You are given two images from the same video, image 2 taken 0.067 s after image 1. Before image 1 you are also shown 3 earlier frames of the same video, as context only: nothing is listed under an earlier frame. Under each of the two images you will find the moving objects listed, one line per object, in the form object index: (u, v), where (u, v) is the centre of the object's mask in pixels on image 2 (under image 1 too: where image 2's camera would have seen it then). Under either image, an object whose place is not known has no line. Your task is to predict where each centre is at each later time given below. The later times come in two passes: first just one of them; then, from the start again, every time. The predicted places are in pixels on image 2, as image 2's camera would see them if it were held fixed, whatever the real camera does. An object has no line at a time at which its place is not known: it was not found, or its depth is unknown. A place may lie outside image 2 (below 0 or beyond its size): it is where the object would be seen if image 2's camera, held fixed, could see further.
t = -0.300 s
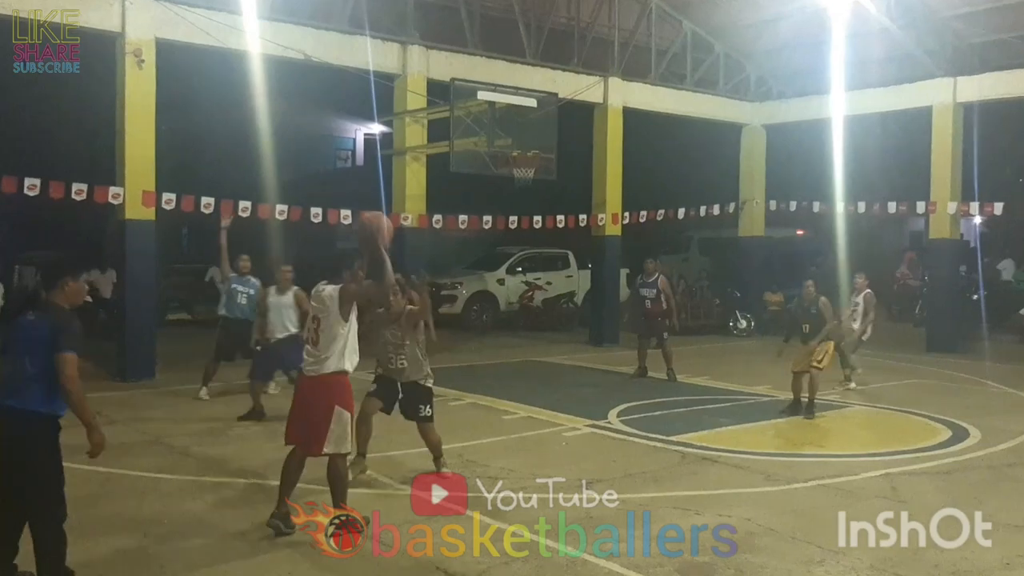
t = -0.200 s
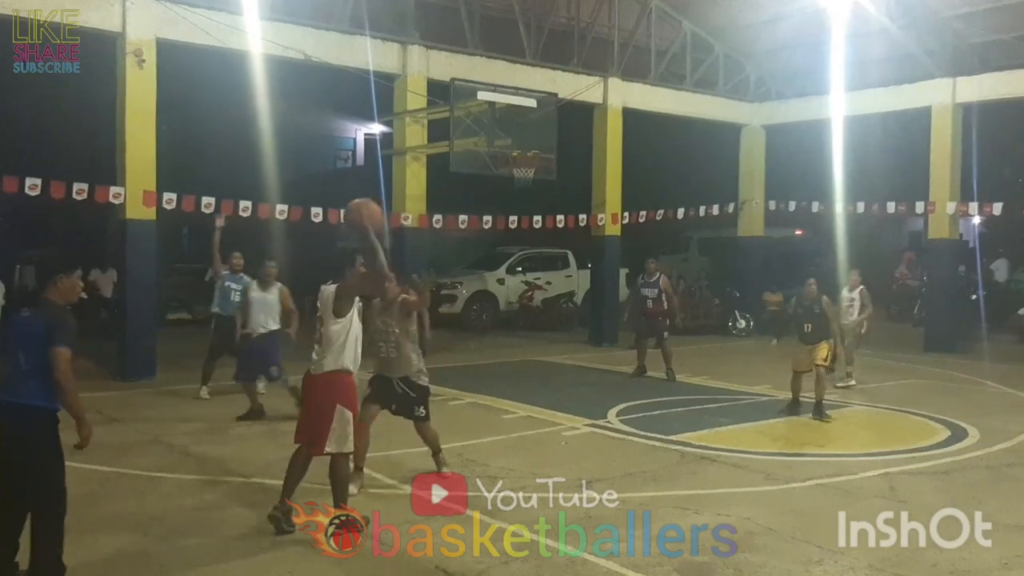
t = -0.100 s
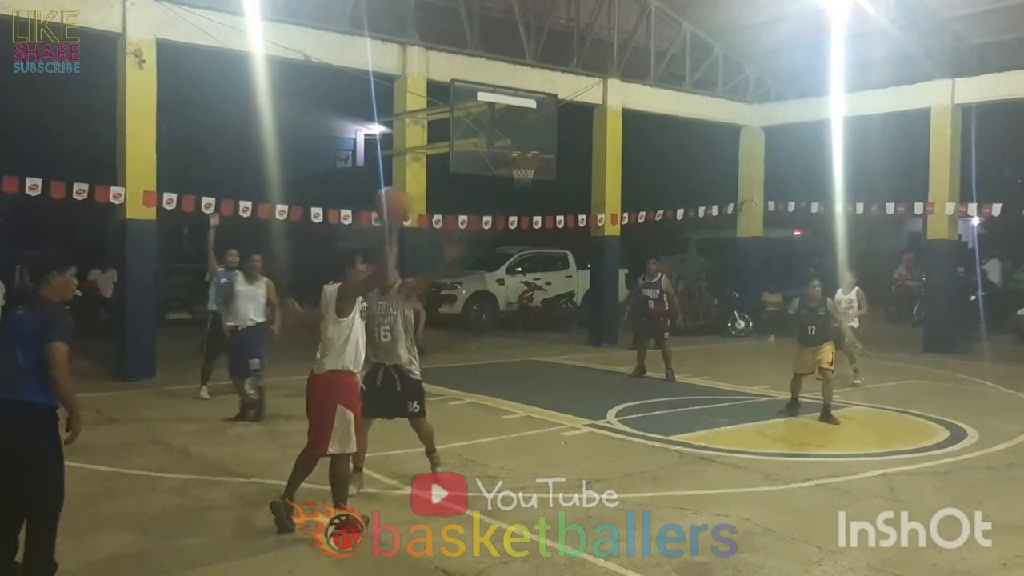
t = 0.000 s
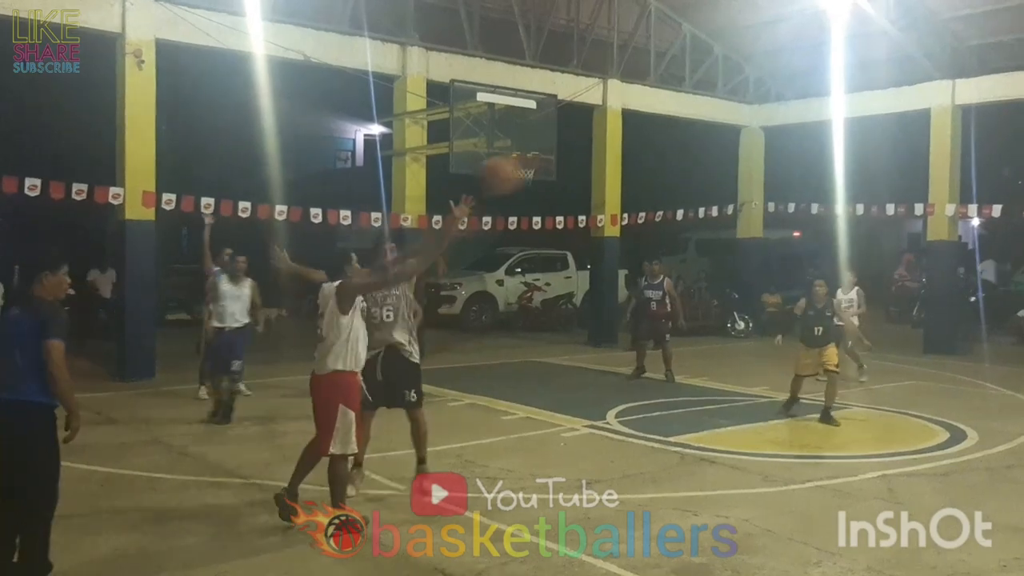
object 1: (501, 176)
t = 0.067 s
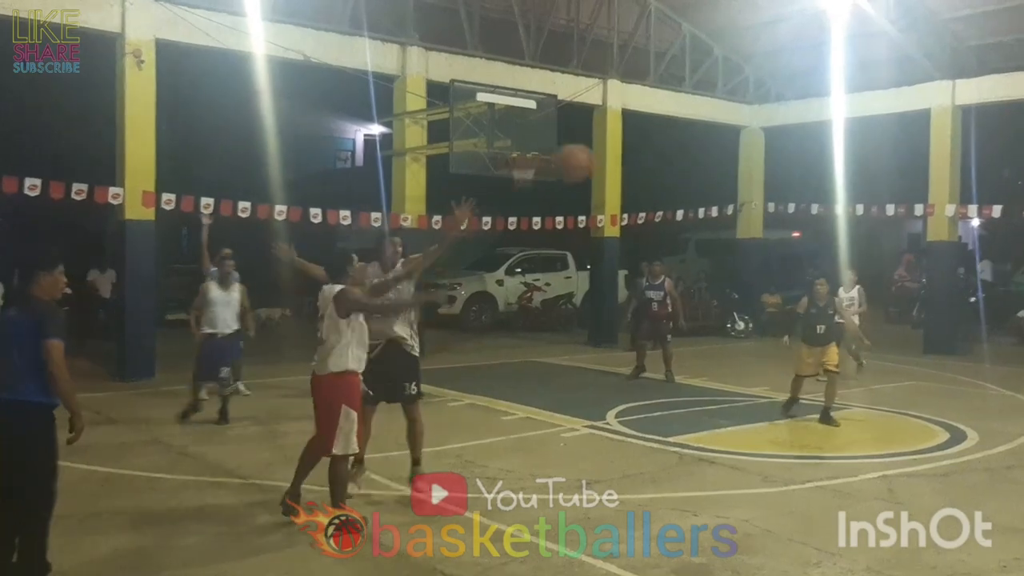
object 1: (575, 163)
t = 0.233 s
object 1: (750, 163)
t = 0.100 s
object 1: (610, 160)
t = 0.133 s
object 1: (644, 158)
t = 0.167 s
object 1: (680, 157)
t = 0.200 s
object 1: (715, 160)
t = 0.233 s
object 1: (750, 163)
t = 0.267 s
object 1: (783, 170)
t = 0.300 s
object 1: (816, 175)
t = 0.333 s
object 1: (859, 184)
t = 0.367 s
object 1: (883, 196)
